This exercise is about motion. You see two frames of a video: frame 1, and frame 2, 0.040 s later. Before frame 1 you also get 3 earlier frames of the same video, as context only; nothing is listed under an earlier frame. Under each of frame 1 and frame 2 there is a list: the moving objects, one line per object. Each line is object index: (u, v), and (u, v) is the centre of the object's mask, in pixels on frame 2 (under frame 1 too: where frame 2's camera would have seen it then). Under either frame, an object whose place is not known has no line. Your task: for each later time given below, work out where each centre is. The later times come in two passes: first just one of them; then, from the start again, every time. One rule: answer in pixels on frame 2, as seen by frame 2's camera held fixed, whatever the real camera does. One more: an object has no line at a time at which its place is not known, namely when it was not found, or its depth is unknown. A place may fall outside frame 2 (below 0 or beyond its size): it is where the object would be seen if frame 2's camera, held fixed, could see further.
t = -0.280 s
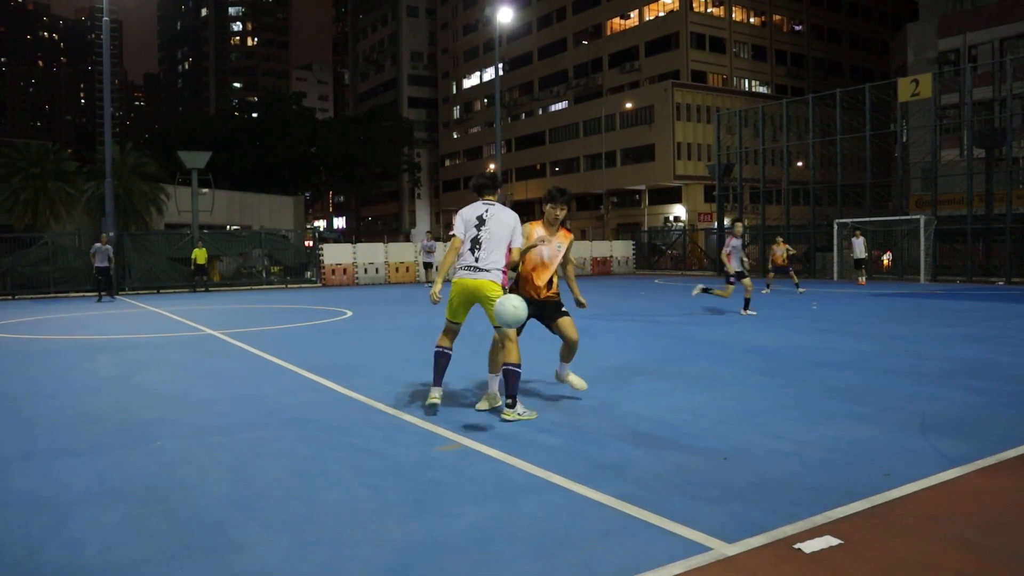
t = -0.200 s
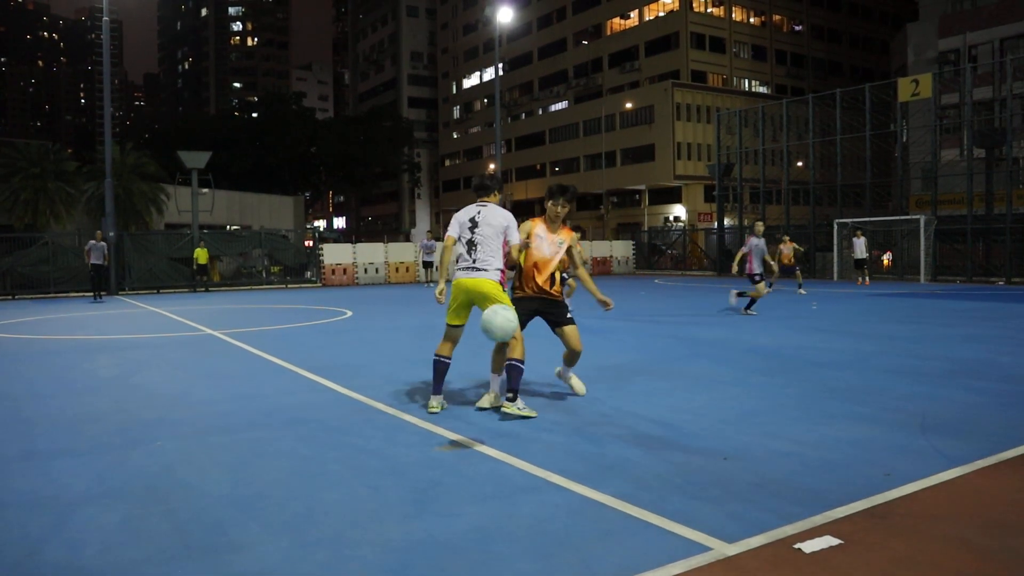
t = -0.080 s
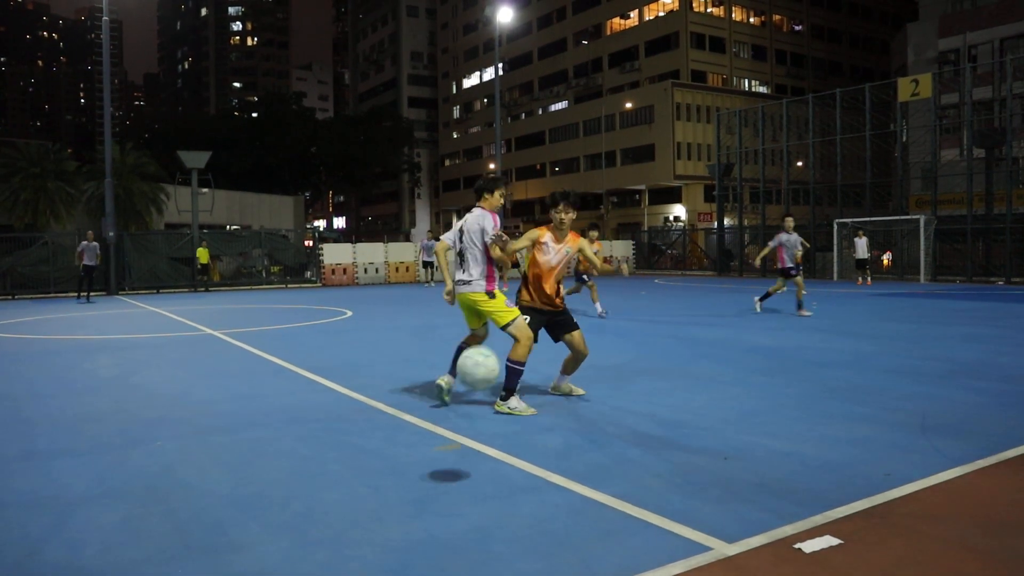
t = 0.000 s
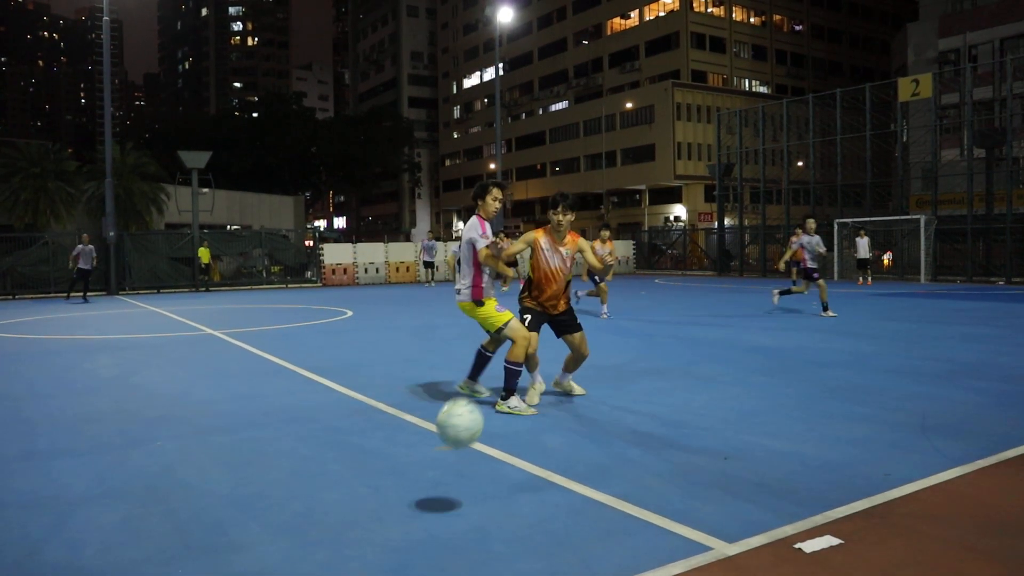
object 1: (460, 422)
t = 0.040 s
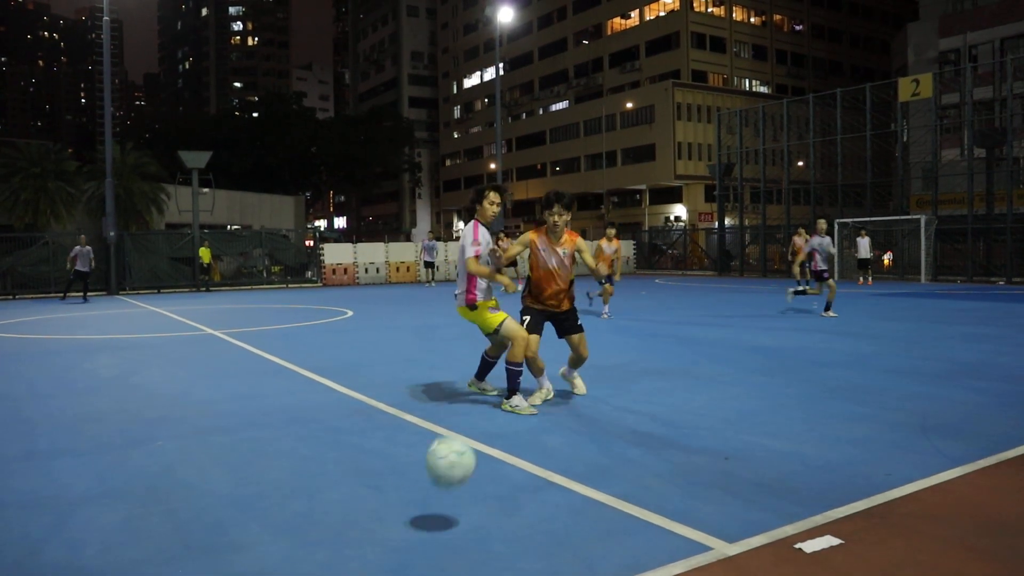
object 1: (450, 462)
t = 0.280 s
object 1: (402, 499)
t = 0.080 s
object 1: (439, 506)
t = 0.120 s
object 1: (429, 528)
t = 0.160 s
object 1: (423, 515)
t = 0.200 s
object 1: (414, 506)
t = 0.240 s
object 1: (409, 501)
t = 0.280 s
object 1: (402, 499)
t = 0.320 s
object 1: (395, 503)
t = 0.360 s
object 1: (387, 511)
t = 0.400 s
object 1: (381, 523)
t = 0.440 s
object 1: (378, 541)
